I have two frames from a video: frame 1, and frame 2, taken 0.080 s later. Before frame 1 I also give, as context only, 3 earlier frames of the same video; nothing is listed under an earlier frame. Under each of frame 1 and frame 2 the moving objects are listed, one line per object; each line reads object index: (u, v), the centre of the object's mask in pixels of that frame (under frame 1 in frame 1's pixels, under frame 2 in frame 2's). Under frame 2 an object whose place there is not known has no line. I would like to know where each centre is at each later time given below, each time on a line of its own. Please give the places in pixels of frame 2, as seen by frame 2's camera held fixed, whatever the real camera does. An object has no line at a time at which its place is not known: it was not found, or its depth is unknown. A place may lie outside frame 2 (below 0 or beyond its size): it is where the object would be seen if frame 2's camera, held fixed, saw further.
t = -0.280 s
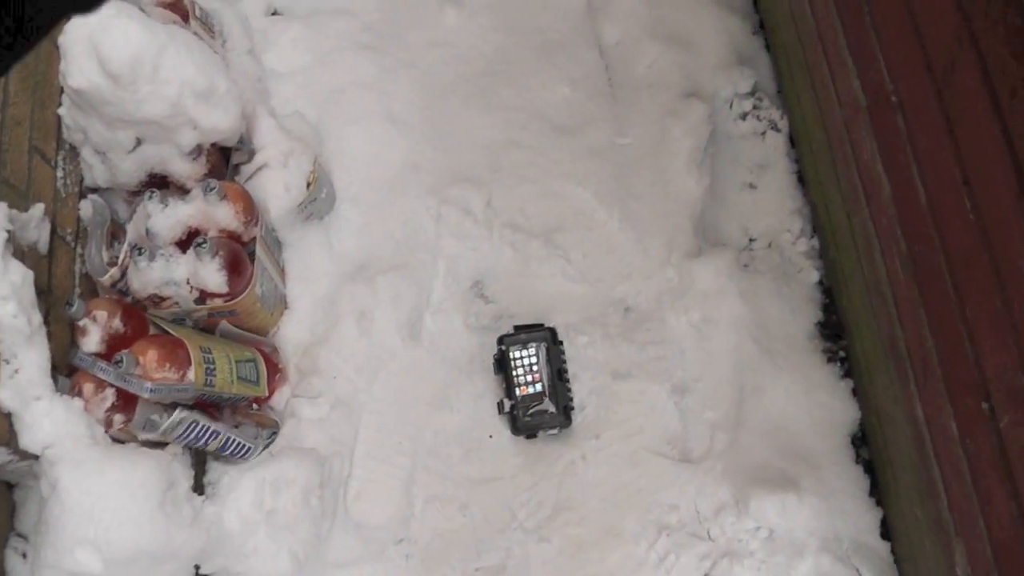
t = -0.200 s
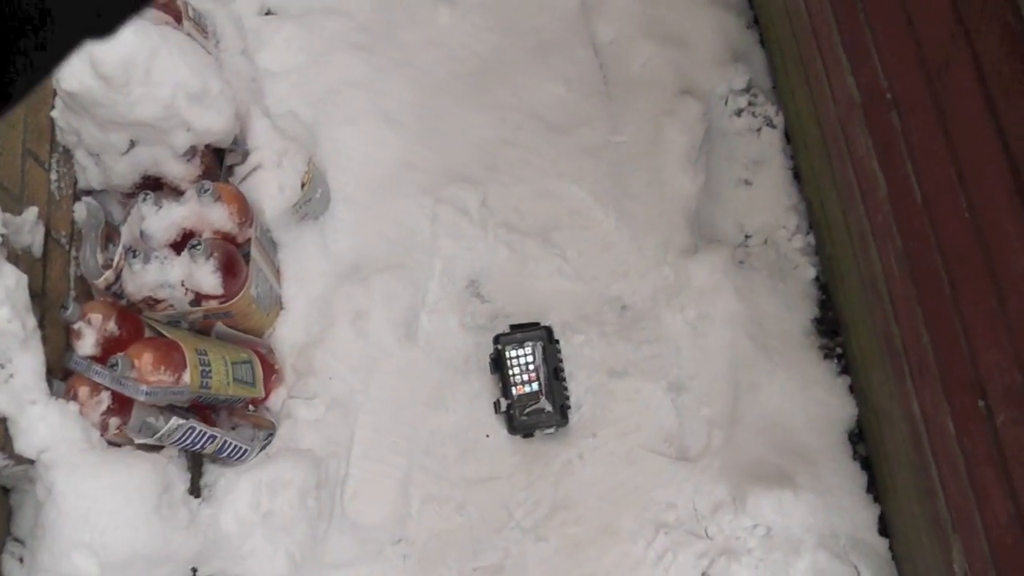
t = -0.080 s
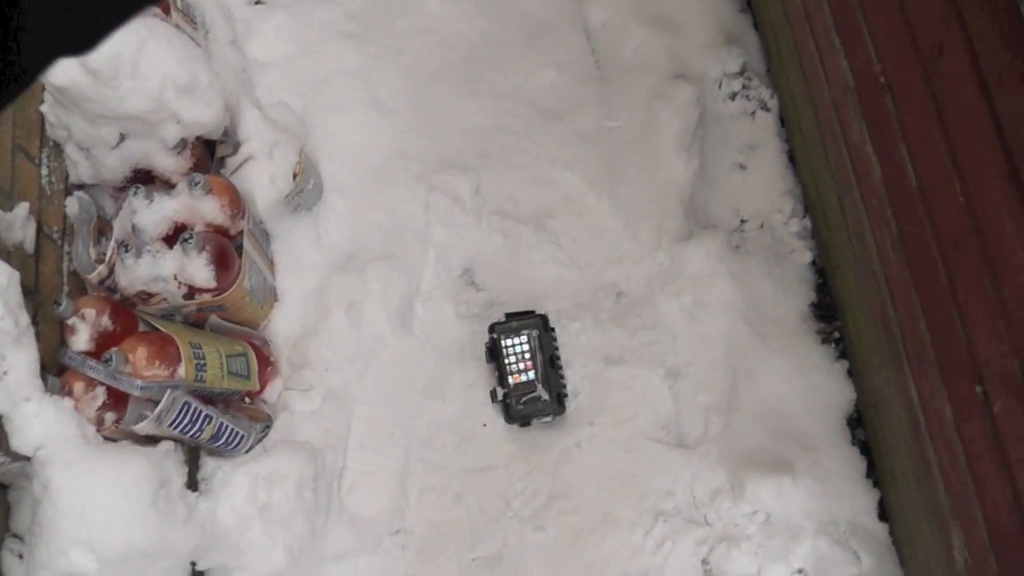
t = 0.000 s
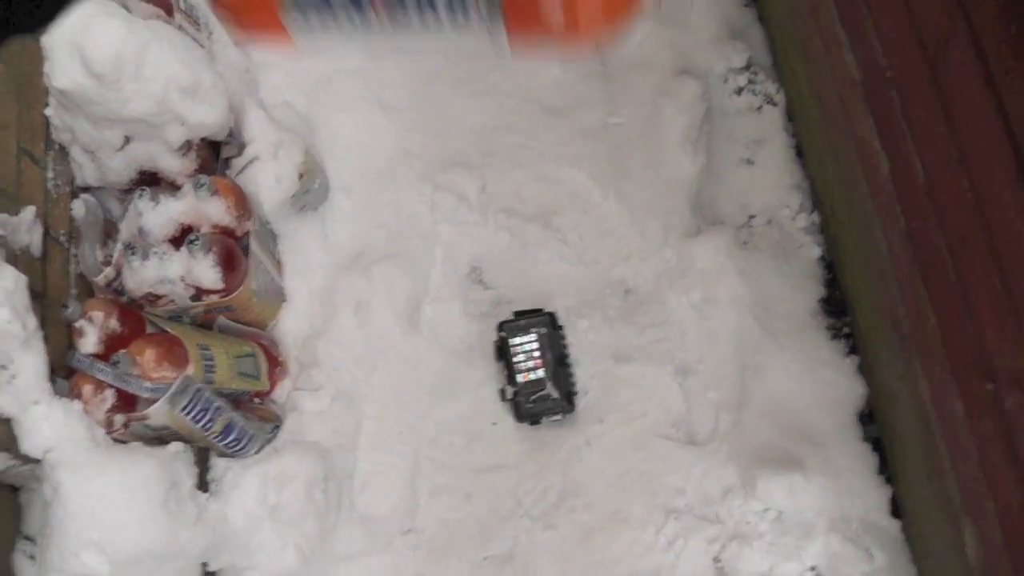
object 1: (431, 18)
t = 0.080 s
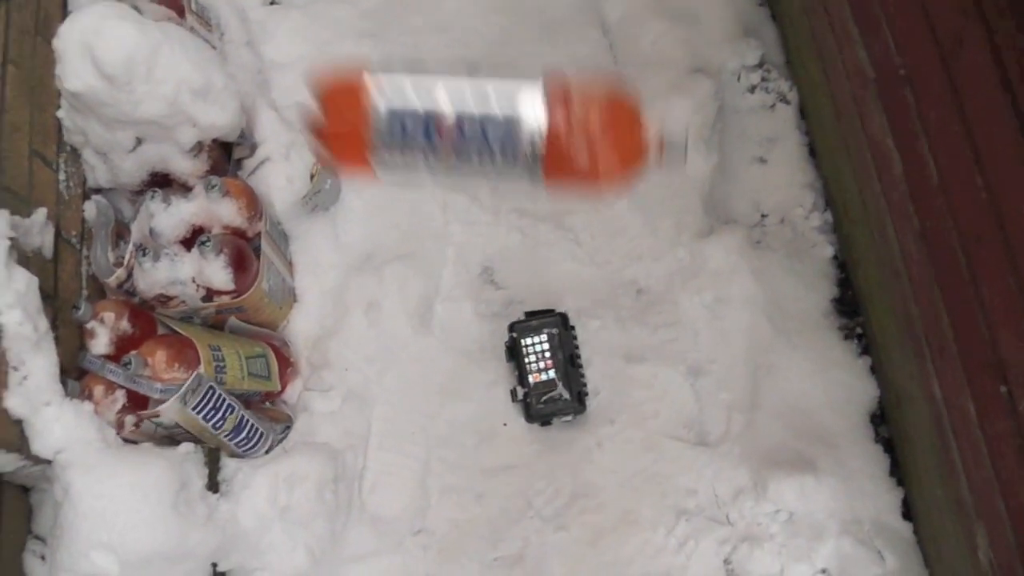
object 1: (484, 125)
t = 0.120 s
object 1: (499, 192)
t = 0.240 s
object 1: (547, 338)
